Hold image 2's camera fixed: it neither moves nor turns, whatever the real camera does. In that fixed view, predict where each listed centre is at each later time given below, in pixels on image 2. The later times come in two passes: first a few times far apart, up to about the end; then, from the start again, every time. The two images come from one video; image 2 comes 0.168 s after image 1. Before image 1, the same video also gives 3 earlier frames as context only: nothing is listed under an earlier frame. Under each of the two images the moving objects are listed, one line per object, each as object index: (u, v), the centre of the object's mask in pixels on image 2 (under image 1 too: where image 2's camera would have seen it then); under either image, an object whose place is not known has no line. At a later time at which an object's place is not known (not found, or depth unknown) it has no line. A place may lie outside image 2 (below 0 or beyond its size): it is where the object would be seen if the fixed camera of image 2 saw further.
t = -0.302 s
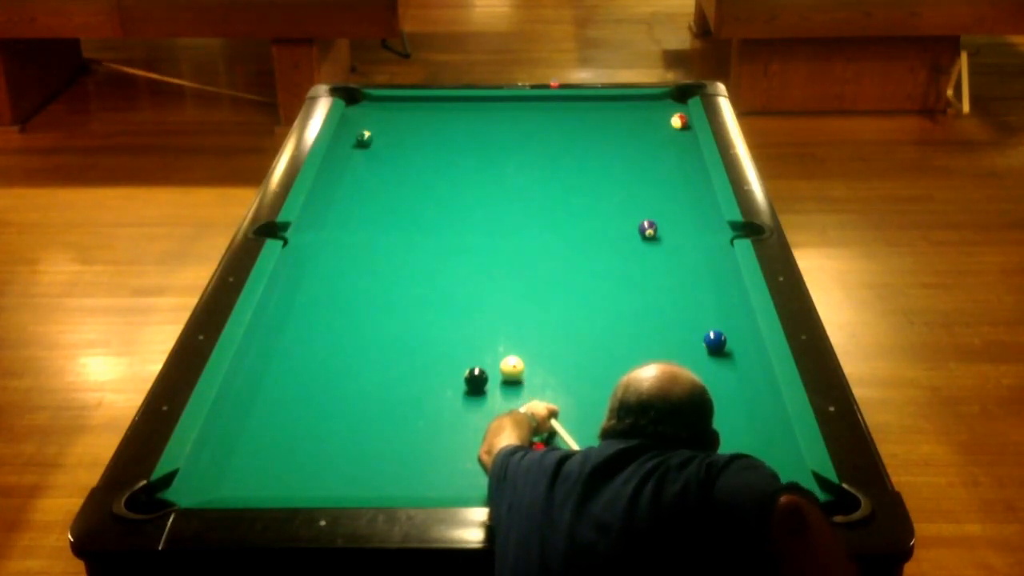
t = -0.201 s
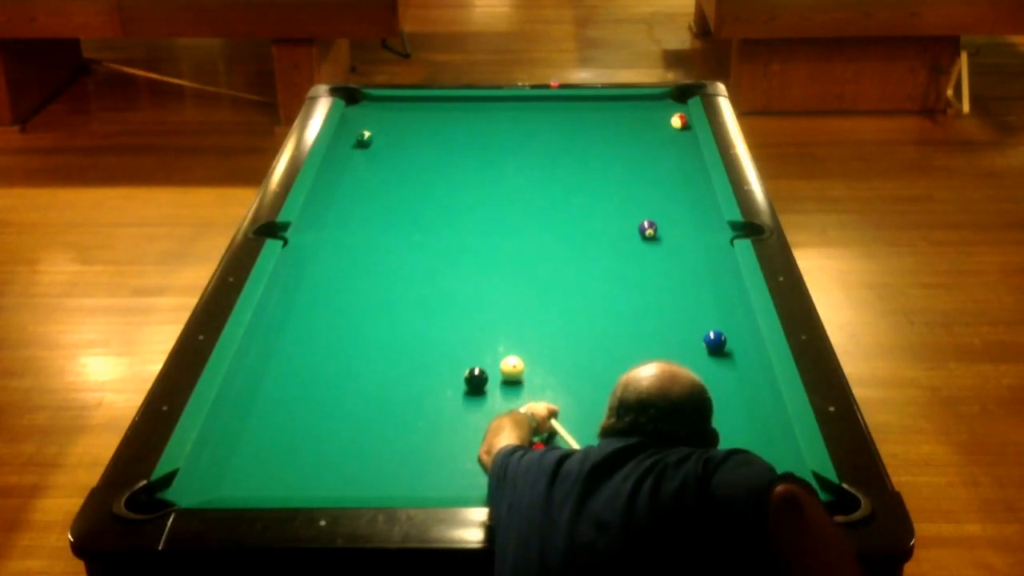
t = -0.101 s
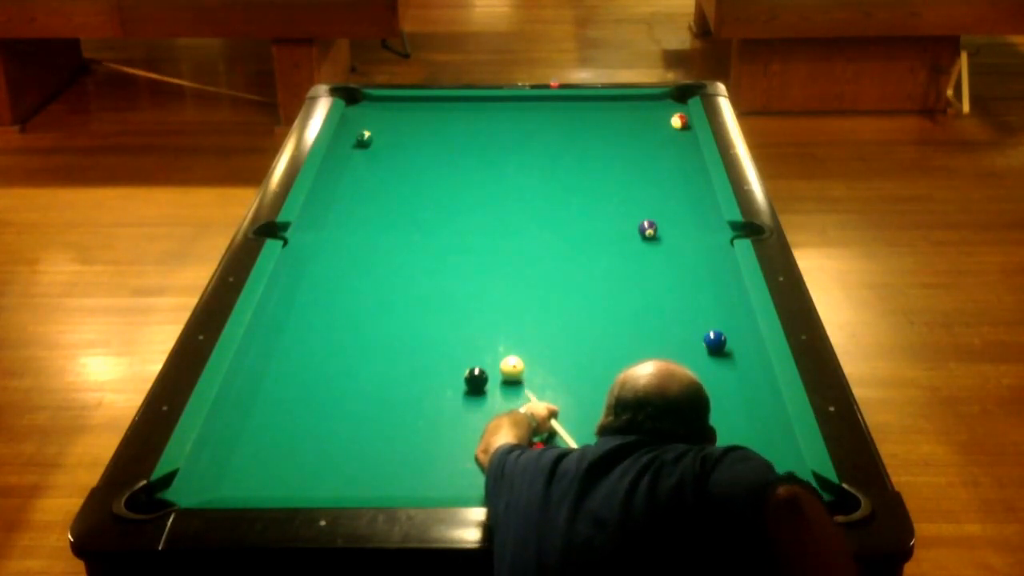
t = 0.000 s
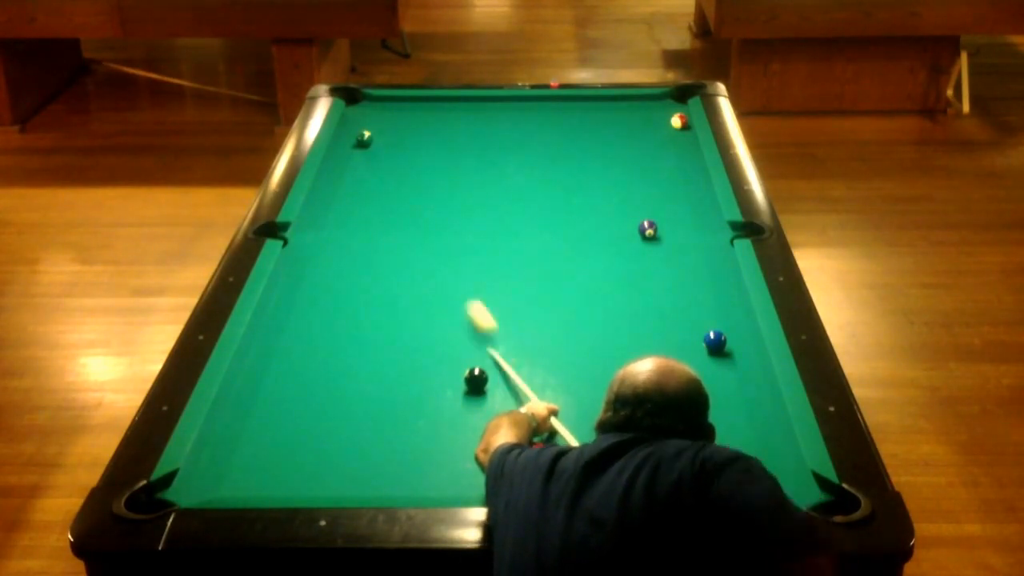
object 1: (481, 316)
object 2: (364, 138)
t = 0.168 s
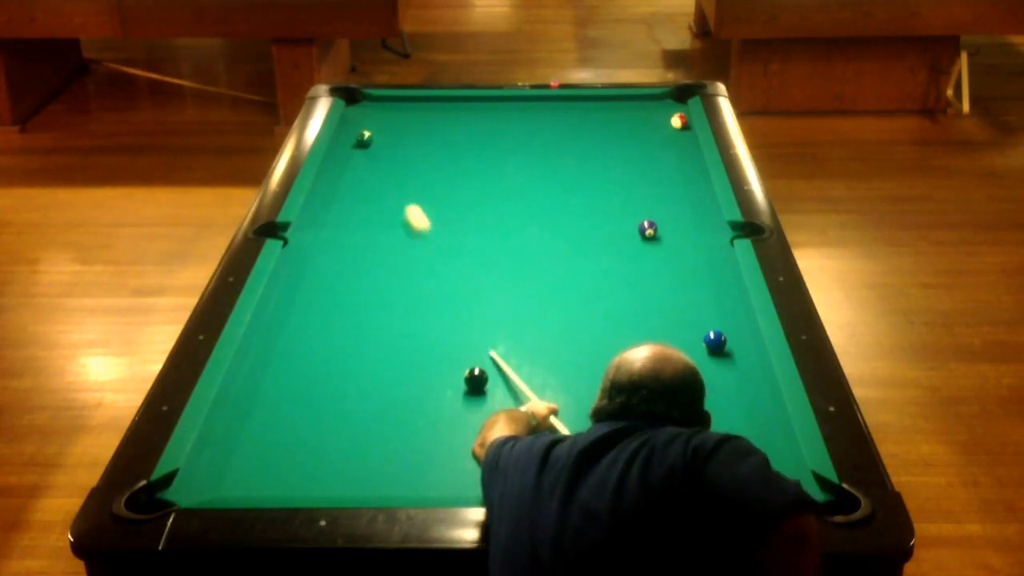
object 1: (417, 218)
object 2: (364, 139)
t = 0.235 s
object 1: (397, 188)
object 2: (364, 138)
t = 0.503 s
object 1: (366, 144)
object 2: (365, 99)
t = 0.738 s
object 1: (364, 145)
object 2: (350, 120)
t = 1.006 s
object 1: (366, 148)
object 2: (356, 141)
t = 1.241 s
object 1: (380, 160)
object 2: (345, 147)
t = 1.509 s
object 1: (395, 174)
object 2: (337, 156)
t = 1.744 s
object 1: (408, 186)
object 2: (328, 161)
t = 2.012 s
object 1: (423, 200)
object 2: (328, 167)
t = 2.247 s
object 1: (437, 212)
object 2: (330, 171)
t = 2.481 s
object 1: (451, 225)
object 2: (331, 174)
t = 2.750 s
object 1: (466, 238)
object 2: (332, 178)
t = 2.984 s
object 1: (480, 250)
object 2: (333, 180)
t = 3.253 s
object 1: (495, 264)
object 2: (333, 182)
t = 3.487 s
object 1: (508, 275)
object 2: (334, 183)
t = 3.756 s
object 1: (523, 288)
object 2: (334, 184)
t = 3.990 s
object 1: (535, 299)
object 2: (335, 184)
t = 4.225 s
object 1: (548, 309)
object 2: (334, 184)
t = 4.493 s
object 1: (561, 321)
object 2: (334, 184)
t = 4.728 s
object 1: (572, 331)
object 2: (335, 184)
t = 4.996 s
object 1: (584, 341)
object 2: (335, 184)
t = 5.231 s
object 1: (593, 349)
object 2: (335, 184)
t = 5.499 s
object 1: (603, 358)
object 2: (335, 183)
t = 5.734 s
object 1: (610, 365)
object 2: (335, 183)
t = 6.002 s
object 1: (618, 372)
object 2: (335, 183)
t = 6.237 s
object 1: (624, 377)
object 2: (335, 183)
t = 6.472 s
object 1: (629, 381)
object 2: (335, 184)
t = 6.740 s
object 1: (633, 384)
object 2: (335, 183)
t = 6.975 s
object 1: (635, 386)
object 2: (335, 184)
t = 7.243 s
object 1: (637, 387)
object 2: (335, 184)
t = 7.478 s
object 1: (637, 387)
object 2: (335, 184)
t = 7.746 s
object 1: (637, 387)
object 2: (335, 184)
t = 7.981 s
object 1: (637, 387)
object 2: (335, 184)
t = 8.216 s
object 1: (637, 387)
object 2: (335, 184)
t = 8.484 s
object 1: (637, 387)
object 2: (335, 183)
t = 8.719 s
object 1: (637, 388)
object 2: (335, 183)
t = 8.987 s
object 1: (637, 387)
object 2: (335, 183)
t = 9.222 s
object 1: (637, 387)
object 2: (335, 183)
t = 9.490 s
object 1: (637, 387)
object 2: (335, 183)
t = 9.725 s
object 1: (637, 387)
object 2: (335, 183)
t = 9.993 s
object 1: (637, 387)
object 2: (335, 184)
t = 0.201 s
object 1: (407, 203)
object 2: (364, 139)
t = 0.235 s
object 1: (397, 188)
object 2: (364, 138)
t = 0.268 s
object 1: (388, 174)
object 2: (364, 138)
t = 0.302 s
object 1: (380, 162)
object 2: (364, 138)
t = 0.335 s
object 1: (373, 150)
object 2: (363, 137)
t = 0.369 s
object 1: (368, 144)
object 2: (362, 132)
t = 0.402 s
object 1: (367, 144)
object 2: (354, 125)
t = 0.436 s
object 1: (367, 144)
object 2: (350, 115)
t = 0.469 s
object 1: (366, 144)
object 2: (356, 107)
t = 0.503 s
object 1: (366, 144)
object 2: (365, 99)
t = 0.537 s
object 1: (365, 144)
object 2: (367, 97)
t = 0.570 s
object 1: (365, 144)
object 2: (362, 101)
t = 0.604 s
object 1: (365, 144)
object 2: (356, 105)
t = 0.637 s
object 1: (364, 144)
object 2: (351, 109)
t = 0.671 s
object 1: (364, 145)
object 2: (349, 115)
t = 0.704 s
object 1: (364, 145)
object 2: (350, 120)
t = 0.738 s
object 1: (364, 145)
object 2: (350, 120)
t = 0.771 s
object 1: (363, 145)
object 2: (353, 123)
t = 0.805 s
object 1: (363, 145)
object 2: (351, 127)
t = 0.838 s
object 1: (363, 145)
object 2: (353, 128)
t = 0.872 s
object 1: (363, 145)
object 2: (353, 131)
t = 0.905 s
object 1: (363, 145)
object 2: (354, 135)
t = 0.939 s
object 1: (363, 145)
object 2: (359, 134)
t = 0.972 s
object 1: (363, 145)
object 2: (359, 137)
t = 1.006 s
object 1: (366, 148)
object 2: (356, 141)
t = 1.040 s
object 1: (368, 150)
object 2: (352, 143)
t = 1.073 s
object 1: (370, 152)
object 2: (351, 142)
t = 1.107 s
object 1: (372, 153)
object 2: (349, 142)
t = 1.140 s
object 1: (374, 155)
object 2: (348, 143)
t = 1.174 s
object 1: (376, 157)
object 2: (347, 145)
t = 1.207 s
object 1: (378, 159)
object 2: (346, 147)
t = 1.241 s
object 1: (380, 160)
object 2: (345, 147)
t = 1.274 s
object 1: (381, 162)
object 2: (344, 148)
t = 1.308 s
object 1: (383, 164)
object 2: (343, 150)
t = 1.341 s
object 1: (385, 165)
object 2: (343, 151)
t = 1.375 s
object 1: (387, 167)
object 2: (342, 151)
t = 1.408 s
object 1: (389, 169)
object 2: (341, 153)
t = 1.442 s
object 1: (391, 171)
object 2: (339, 154)
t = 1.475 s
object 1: (393, 172)
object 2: (338, 155)
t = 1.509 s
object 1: (395, 174)
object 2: (337, 156)
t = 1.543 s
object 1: (397, 176)
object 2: (336, 157)
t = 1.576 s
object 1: (399, 178)
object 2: (334, 158)
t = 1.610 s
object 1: (400, 179)
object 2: (333, 158)
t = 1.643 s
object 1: (402, 181)
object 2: (332, 160)
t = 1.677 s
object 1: (404, 183)
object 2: (331, 160)
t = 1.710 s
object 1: (406, 185)
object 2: (329, 161)
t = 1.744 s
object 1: (408, 186)
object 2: (328, 161)
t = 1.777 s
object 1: (410, 188)
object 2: (327, 161)
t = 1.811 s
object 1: (412, 190)
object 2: (327, 162)
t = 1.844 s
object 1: (414, 191)
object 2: (327, 163)
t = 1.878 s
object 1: (416, 193)
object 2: (327, 164)
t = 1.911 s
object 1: (418, 195)
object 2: (327, 164)
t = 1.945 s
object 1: (419, 197)
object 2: (327, 165)
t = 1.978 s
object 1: (422, 199)
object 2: (328, 166)
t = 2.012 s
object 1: (423, 200)
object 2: (328, 167)
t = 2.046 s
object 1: (425, 202)
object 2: (328, 167)
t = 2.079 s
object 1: (427, 204)
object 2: (329, 168)
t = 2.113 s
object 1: (429, 206)
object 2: (329, 169)
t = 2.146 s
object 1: (431, 208)
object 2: (329, 169)
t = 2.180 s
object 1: (433, 209)
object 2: (329, 170)
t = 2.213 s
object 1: (435, 211)
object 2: (329, 170)
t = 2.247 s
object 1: (437, 212)
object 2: (330, 171)
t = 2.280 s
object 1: (439, 215)
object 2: (330, 172)
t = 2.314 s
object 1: (441, 216)
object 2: (330, 172)
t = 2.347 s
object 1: (443, 218)
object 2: (330, 172)
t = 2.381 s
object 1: (445, 220)
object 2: (330, 173)
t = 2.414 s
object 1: (447, 221)
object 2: (331, 173)
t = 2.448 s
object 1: (449, 223)
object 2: (331, 174)
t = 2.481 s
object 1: (451, 225)
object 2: (331, 174)
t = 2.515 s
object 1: (452, 226)
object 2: (332, 175)
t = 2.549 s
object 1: (454, 228)
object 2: (331, 175)
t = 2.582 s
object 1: (456, 230)
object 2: (332, 176)
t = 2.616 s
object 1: (458, 231)
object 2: (332, 176)
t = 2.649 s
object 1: (460, 233)
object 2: (332, 176)
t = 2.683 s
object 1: (462, 235)
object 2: (332, 177)
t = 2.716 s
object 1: (464, 237)
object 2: (332, 178)
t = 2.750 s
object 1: (466, 238)
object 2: (332, 178)
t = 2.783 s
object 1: (468, 240)
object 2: (333, 178)
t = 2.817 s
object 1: (470, 242)
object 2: (332, 178)
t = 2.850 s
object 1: (472, 243)
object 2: (333, 179)
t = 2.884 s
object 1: (474, 245)
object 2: (333, 179)
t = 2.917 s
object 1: (476, 247)
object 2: (333, 180)
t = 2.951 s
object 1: (478, 249)
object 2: (333, 180)
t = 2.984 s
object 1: (480, 250)
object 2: (333, 180)
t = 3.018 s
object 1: (482, 252)
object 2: (333, 180)
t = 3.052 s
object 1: (483, 254)
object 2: (333, 181)
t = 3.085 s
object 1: (485, 255)
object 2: (333, 181)
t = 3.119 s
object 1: (487, 257)
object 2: (333, 182)
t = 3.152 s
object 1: (489, 259)
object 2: (333, 182)
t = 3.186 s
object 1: (491, 260)
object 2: (334, 182)
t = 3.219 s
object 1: (493, 262)
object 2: (333, 182)
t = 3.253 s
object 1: (495, 264)
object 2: (333, 182)
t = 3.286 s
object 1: (497, 266)
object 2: (334, 183)
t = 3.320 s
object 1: (499, 267)
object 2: (334, 183)
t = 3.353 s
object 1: (501, 269)
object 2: (334, 183)
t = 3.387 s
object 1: (502, 270)
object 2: (334, 183)
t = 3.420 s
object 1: (504, 272)
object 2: (334, 183)
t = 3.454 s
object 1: (506, 274)
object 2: (334, 183)
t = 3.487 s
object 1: (508, 275)
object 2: (334, 183)
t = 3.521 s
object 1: (510, 277)
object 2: (334, 184)
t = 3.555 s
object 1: (512, 279)
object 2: (334, 184)
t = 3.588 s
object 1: (514, 280)
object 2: (334, 184)
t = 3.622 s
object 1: (515, 282)
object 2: (334, 184)
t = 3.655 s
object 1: (517, 283)
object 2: (334, 184)
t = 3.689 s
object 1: (519, 285)
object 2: (334, 184)
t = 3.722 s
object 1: (521, 287)
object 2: (334, 184)
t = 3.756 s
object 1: (523, 288)
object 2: (334, 184)
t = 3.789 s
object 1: (525, 290)
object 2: (335, 184)
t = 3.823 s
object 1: (526, 291)
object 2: (335, 184)
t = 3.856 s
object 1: (528, 293)
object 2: (335, 184)
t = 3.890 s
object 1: (530, 295)
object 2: (335, 184)
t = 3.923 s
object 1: (532, 296)
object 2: (335, 184)
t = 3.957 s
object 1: (534, 298)
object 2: (335, 184)
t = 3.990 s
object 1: (535, 299)
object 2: (335, 184)
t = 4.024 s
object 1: (537, 301)
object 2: (335, 184)
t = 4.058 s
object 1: (539, 302)
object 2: (335, 184)
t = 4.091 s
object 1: (541, 304)
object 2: (335, 184)
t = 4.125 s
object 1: (542, 305)
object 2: (335, 184)
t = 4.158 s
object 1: (544, 307)
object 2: (335, 184)
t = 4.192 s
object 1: (546, 308)
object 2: (335, 184)
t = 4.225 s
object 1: (548, 309)
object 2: (334, 184)
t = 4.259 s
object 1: (549, 311)
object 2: (334, 184)
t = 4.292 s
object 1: (551, 313)
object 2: (334, 184)
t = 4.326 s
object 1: (553, 315)
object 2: (334, 184)
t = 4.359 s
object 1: (554, 316)
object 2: (334, 184)
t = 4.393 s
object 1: (556, 317)
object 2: (334, 184)
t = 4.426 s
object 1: (557, 318)
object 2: (334, 184)
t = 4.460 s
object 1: (559, 320)
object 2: (334, 184)
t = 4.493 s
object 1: (561, 321)
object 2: (334, 184)
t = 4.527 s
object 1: (562, 323)
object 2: (334, 184)
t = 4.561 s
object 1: (564, 324)
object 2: (334, 184)
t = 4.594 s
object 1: (566, 325)
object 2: (335, 184)
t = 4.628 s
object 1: (567, 327)
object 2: (335, 184)
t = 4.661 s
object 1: (569, 328)
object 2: (335, 184)
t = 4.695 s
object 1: (570, 330)
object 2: (335, 184)
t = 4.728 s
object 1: (572, 331)
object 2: (335, 184)
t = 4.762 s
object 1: (573, 332)
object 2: (335, 184)
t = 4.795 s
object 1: (575, 333)
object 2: (335, 184)
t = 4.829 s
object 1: (576, 335)
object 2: (334, 184)
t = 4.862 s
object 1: (578, 336)
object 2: (335, 184)
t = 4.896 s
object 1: (579, 338)
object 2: (335, 184)
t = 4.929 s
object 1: (581, 339)
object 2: (335, 184)
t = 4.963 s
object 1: (582, 340)
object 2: (335, 184)
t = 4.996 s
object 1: (584, 341)
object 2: (335, 184)
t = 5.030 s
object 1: (585, 342)
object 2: (335, 184)
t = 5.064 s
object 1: (587, 344)
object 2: (335, 184)
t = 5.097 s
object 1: (588, 345)
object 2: (335, 184)
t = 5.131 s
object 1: (589, 346)
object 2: (335, 184)
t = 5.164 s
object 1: (590, 347)
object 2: (335, 184)
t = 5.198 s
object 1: (592, 348)
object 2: (335, 184)
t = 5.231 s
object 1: (593, 349)
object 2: (335, 184)
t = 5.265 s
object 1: (594, 350)
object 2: (335, 184)
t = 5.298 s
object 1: (596, 352)
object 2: (335, 184)
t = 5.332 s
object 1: (597, 353)
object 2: (335, 184)
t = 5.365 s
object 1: (598, 354)
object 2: (335, 184)
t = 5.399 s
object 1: (599, 355)
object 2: (335, 184)
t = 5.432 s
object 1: (600, 356)
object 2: (335, 184)
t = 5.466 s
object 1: (602, 357)
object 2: (335, 183)
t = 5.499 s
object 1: (603, 358)
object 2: (335, 183)
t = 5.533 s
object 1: (604, 360)
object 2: (335, 183)
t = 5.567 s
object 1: (605, 361)
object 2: (335, 183)
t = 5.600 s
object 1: (606, 361)
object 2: (335, 183)
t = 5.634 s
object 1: (607, 362)
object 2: (335, 183)
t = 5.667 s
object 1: (608, 363)
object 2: (335, 183)
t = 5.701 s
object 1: (609, 364)
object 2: (335, 183)
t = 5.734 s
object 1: (610, 365)
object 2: (335, 183)
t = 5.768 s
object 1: (611, 366)
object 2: (335, 184)
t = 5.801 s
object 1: (612, 367)
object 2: (335, 184)
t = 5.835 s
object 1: (613, 368)
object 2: (335, 184)
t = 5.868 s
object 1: (614, 368)
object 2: (335, 184)
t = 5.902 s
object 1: (615, 369)
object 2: (335, 184)
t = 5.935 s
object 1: (616, 370)
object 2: (335, 184)
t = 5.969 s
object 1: (617, 371)
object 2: (335, 184)
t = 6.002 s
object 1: (618, 372)
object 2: (335, 183)
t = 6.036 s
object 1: (619, 373)
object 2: (335, 183)
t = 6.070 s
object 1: (620, 373)
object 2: (335, 183)
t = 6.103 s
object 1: (621, 374)
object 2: (335, 183)
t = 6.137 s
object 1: (621, 375)
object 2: (335, 183)
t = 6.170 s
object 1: (622, 375)
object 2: (335, 184)
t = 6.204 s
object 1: (623, 376)
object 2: (335, 183)
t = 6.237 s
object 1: (624, 377)
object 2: (335, 183)
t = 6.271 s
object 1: (625, 377)
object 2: (335, 183)
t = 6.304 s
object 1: (625, 378)
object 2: (335, 183)
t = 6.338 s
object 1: (626, 379)
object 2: (335, 183)
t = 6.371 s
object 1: (627, 379)
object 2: (335, 183)
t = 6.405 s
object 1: (627, 380)
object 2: (335, 183)
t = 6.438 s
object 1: (628, 380)
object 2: (335, 183)
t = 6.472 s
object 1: (629, 381)
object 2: (335, 184)
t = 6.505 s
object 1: (629, 381)
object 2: (335, 183)
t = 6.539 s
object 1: (629, 381)
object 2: (335, 183)
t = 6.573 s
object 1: (630, 382)
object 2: (335, 184)
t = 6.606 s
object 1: (631, 383)
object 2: (335, 183)
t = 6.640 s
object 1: (631, 383)
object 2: (335, 183)
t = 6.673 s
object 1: (632, 383)
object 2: (335, 183)
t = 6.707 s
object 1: (632, 384)
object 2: (335, 183)
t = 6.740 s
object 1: (633, 384)
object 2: (335, 183)
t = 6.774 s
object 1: (633, 385)
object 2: (335, 183)
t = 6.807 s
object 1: (634, 385)
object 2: (335, 183)
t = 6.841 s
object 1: (634, 385)
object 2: (335, 183)
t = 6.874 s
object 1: (634, 385)
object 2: (335, 184)
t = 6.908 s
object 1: (635, 386)
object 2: (335, 183)
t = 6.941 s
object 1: (635, 386)
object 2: (335, 183)
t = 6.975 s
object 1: (635, 386)
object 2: (335, 184)
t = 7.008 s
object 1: (636, 386)
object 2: (335, 184)
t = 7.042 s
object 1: (636, 386)
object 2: (335, 184)
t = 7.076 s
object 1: (636, 387)
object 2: (335, 184)
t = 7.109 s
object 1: (637, 387)
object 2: (335, 184)
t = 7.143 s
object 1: (637, 387)
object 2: (335, 184)
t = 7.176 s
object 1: (637, 387)
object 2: (335, 184)
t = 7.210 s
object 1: (637, 387)
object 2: (335, 184)
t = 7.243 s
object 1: (637, 387)
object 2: (335, 184)
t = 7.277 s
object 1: (637, 387)
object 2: (335, 184)
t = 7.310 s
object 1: (637, 387)
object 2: (335, 184)
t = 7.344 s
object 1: (637, 387)
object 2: (335, 184)
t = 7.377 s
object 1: (637, 387)
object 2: (335, 184)
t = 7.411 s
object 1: (637, 387)
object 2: (335, 184)
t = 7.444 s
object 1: (637, 387)
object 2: (335, 184)
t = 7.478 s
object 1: (637, 387)
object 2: (335, 184)
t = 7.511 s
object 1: (637, 387)
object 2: (335, 184)
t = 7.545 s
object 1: (637, 387)
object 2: (335, 184)
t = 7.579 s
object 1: (637, 387)
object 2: (335, 184)
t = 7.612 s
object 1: (637, 387)
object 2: (335, 184)
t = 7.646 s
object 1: (637, 387)
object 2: (335, 183)
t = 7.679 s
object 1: (637, 387)
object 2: (335, 183)
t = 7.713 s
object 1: (637, 387)
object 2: (335, 184)
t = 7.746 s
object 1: (637, 387)
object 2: (335, 184)
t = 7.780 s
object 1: (637, 387)
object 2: (335, 184)
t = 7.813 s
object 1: (637, 387)
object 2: (335, 184)
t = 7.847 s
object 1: (637, 387)
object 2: (335, 184)
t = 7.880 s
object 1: (637, 387)
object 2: (335, 184)
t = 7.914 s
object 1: (637, 387)
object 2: (335, 184)
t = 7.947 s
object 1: (637, 387)
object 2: (335, 184)
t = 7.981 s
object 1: (637, 387)
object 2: (335, 184)
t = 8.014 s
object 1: (637, 387)
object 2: (335, 184)
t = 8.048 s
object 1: (637, 387)
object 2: (335, 184)
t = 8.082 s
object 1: (637, 387)
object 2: (335, 184)
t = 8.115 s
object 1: (637, 387)
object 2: (335, 184)
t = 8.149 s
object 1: (637, 387)
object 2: (335, 184)
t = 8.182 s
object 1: (637, 387)
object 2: (335, 183)
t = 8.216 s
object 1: (637, 387)
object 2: (335, 184)
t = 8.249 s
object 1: (637, 387)
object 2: (335, 184)
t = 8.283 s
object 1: (637, 387)
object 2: (335, 183)
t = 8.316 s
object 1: (637, 387)
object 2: (335, 183)
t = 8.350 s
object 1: (637, 387)
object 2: (335, 183)
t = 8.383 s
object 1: (637, 387)
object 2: (335, 183)
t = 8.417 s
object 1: (637, 387)
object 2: (335, 183)
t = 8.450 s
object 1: (637, 387)
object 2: (335, 183)
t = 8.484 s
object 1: (637, 387)
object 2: (335, 183)
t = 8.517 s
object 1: (637, 387)
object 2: (335, 183)
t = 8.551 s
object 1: (637, 387)
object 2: (335, 183)
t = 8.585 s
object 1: (637, 387)
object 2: (335, 183)
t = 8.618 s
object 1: (637, 388)
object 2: (335, 183)
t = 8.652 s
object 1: (637, 387)
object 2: (335, 183)
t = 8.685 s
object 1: (637, 387)
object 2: (335, 183)
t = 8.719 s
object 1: (637, 388)
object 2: (335, 183)
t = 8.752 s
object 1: (637, 387)
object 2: (335, 183)
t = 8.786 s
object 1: (637, 387)
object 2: (335, 184)
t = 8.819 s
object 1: (637, 387)
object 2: (335, 183)
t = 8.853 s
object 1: (637, 387)
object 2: (335, 183)
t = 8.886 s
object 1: (637, 387)
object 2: (335, 184)
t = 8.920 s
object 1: (637, 387)
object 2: (335, 183)
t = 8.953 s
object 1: (637, 387)
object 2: (335, 184)
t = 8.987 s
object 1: (637, 387)
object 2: (335, 183)
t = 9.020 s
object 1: (637, 387)
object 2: (335, 183)
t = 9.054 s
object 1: (637, 387)
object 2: (335, 184)
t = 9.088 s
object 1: (637, 387)
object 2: (335, 183)
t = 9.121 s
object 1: (637, 387)
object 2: (335, 183)
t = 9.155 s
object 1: (637, 387)
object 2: (335, 183)
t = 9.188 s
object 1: (637, 387)
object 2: (335, 183)
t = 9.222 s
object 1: (637, 387)
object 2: (335, 183)
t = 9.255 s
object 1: (637, 388)
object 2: (335, 183)
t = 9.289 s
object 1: (637, 387)
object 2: (335, 183)
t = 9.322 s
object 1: (637, 387)
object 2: (335, 183)
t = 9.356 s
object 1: (637, 387)
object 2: (335, 183)
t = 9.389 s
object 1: (637, 387)
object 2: (335, 183)
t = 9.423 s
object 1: (637, 388)
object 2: (335, 183)
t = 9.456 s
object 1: (637, 387)
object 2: (335, 183)
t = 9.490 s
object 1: (637, 387)
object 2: (335, 183)
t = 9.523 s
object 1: (637, 387)
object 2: (335, 183)
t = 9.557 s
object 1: (637, 387)
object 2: (335, 183)
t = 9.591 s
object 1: (637, 387)
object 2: (335, 183)
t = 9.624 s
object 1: (637, 387)
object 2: (335, 183)
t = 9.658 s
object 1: (637, 387)
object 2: (335, 183)
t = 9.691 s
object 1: (637, 387)
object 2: (335, 183)
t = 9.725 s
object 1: (637, 387)
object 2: (335, 183)
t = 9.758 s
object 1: (637, 387)
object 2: (335, 183)
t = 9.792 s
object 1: (637, 388)
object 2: (335, 183)
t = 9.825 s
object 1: (637, 387)
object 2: (335, 183)
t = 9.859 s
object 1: (637, 387)
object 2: (335, 183)
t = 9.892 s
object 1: (637, 387)
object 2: (335, 183)
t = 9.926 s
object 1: (637, 387)
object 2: (335, 183)
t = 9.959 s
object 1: (637, 387)
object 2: (335, 183)
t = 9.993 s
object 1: (637, 387)
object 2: (335, 184)
